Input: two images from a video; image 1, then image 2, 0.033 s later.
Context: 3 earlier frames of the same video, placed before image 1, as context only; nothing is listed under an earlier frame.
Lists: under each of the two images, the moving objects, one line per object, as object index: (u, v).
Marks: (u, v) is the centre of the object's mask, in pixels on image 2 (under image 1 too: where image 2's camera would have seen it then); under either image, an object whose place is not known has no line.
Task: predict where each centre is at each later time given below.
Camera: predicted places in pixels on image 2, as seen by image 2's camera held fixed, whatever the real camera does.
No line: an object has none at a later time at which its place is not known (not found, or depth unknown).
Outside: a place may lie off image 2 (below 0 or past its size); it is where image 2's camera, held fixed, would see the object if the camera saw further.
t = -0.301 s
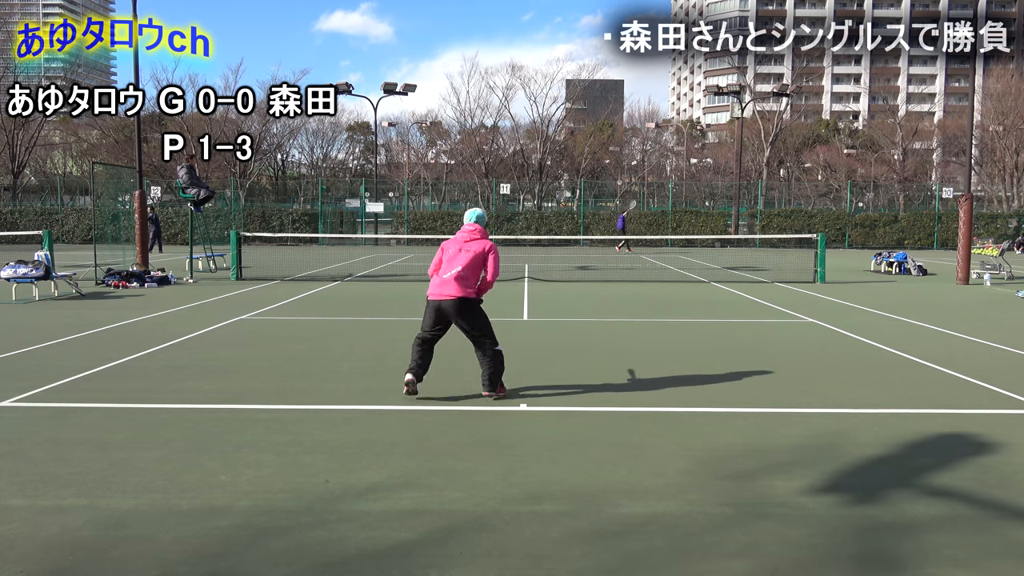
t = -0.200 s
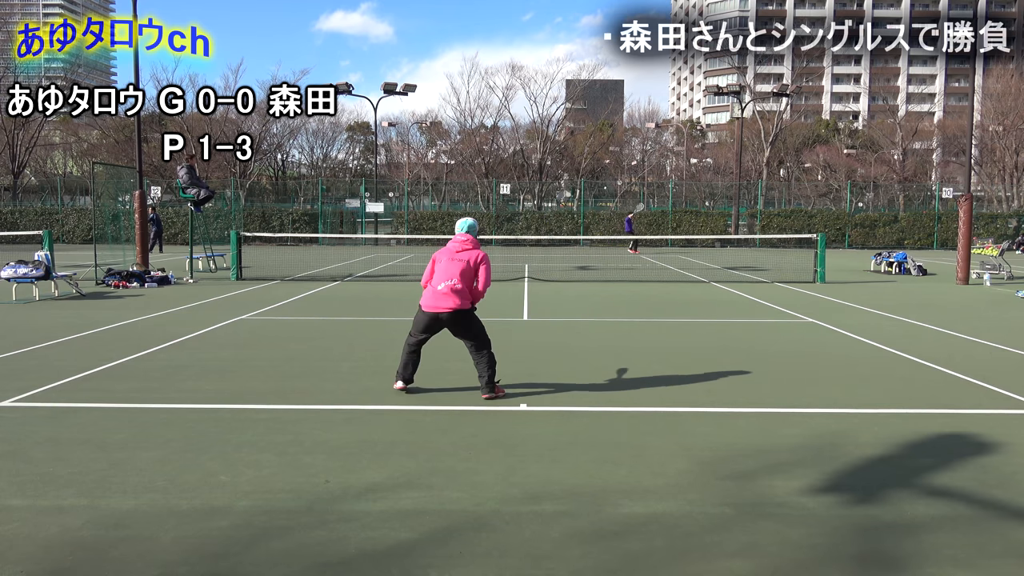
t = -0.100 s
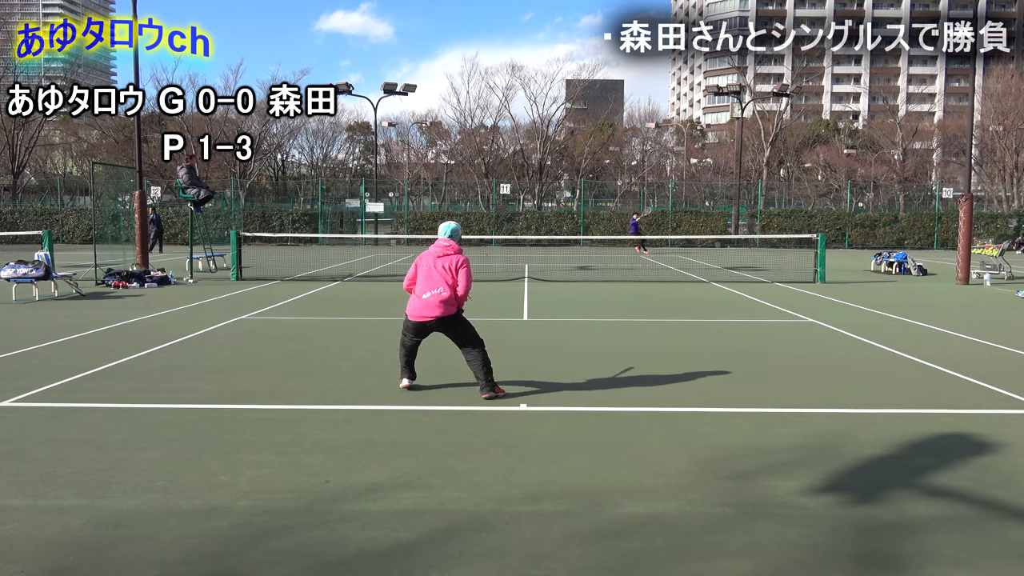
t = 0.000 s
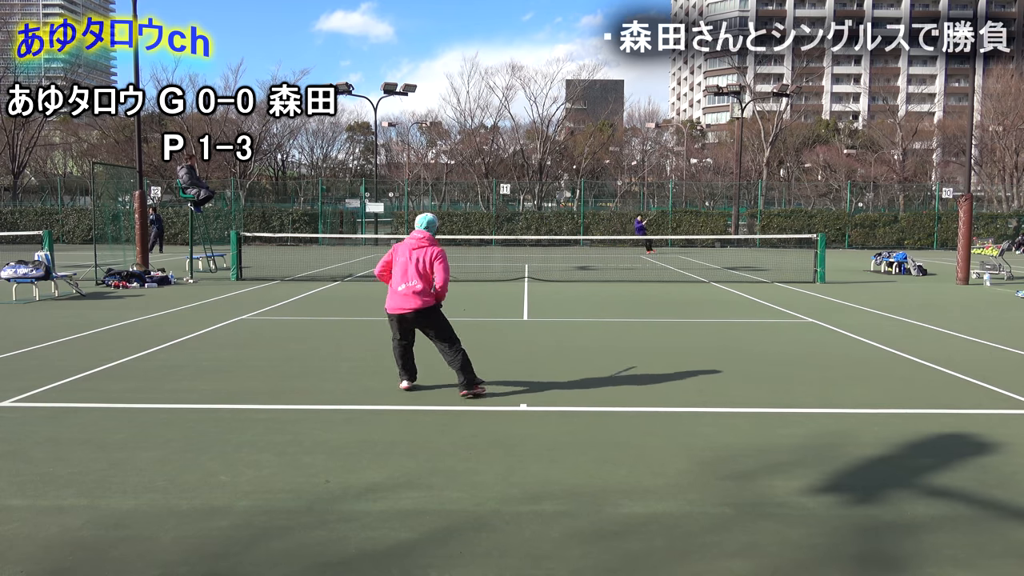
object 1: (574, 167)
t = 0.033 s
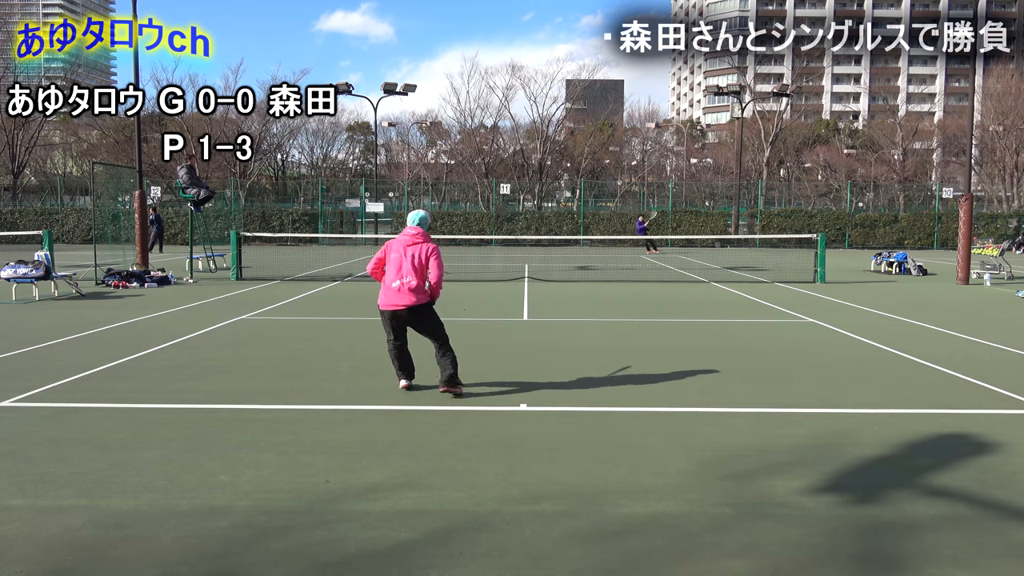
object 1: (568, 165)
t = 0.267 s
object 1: (518, 168)
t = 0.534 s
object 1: (433, 231)
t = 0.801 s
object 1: (300, 346)
